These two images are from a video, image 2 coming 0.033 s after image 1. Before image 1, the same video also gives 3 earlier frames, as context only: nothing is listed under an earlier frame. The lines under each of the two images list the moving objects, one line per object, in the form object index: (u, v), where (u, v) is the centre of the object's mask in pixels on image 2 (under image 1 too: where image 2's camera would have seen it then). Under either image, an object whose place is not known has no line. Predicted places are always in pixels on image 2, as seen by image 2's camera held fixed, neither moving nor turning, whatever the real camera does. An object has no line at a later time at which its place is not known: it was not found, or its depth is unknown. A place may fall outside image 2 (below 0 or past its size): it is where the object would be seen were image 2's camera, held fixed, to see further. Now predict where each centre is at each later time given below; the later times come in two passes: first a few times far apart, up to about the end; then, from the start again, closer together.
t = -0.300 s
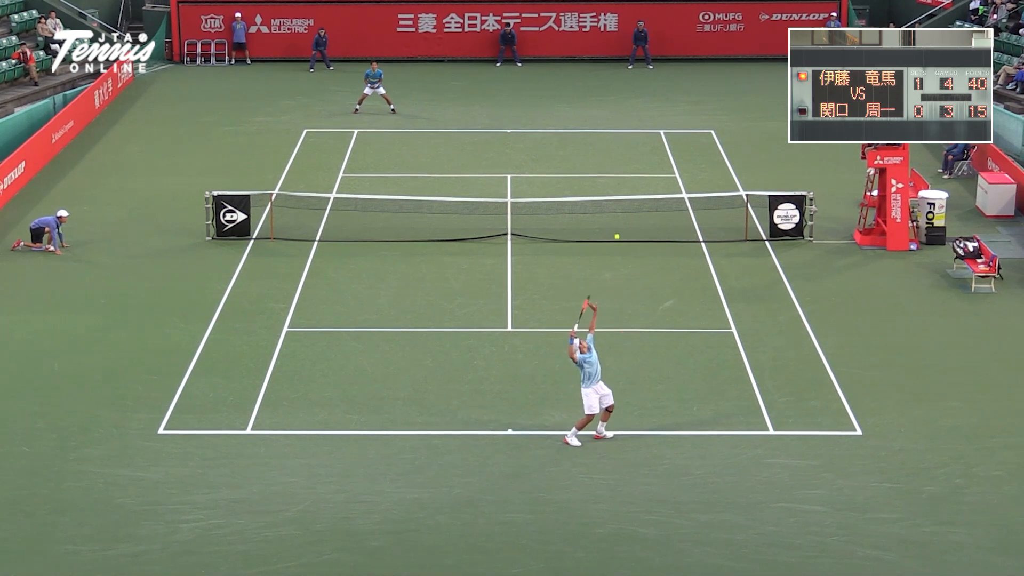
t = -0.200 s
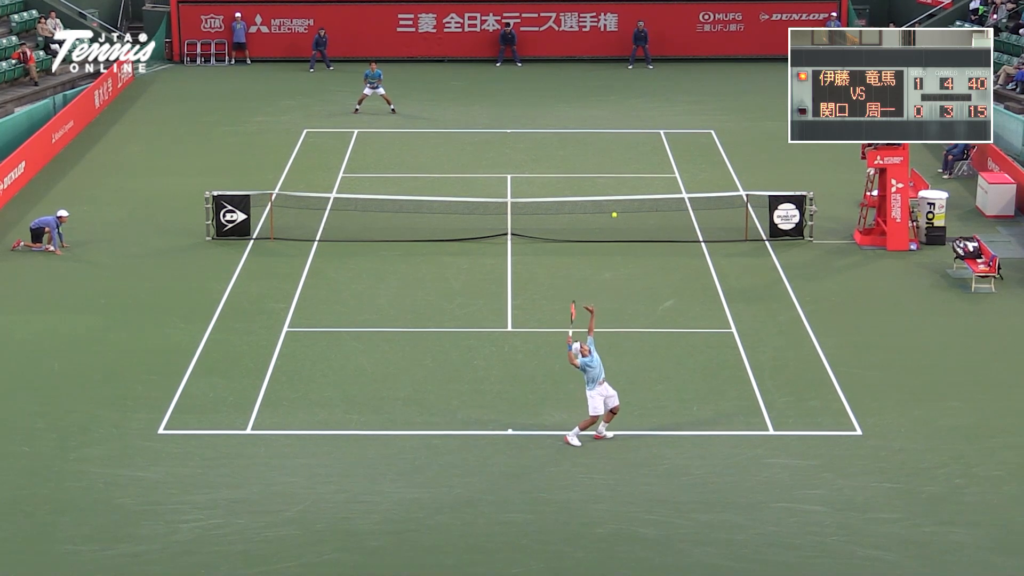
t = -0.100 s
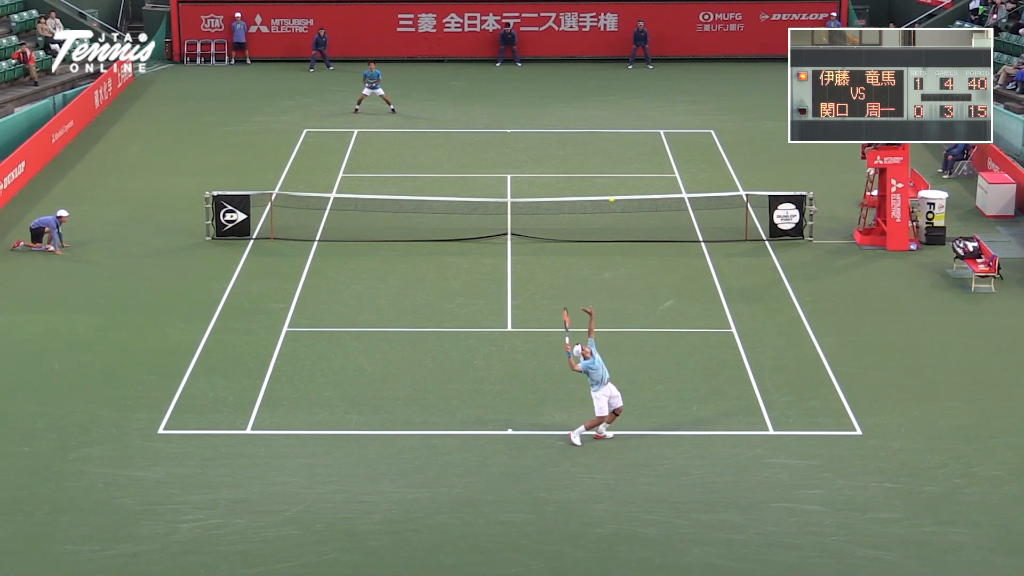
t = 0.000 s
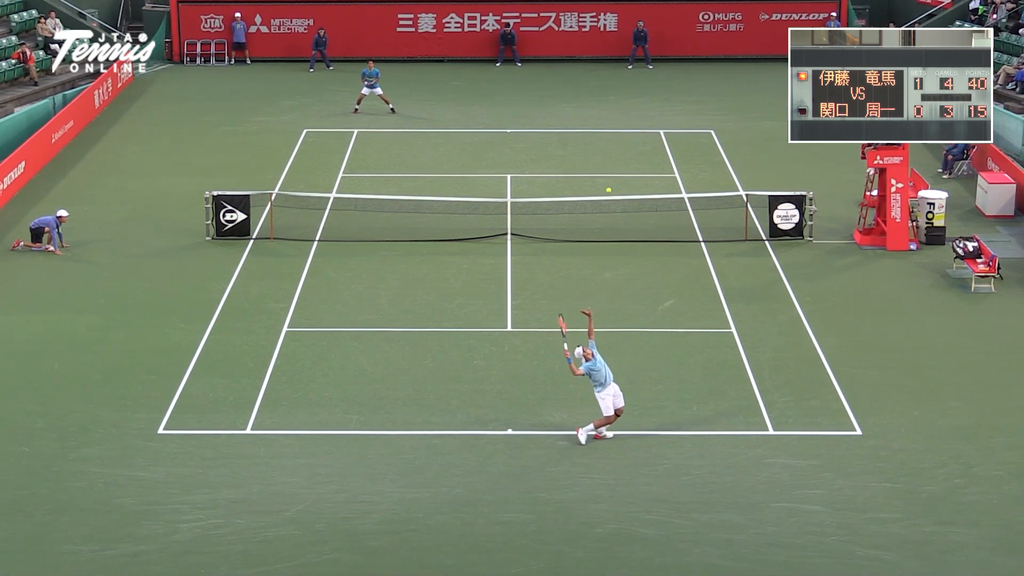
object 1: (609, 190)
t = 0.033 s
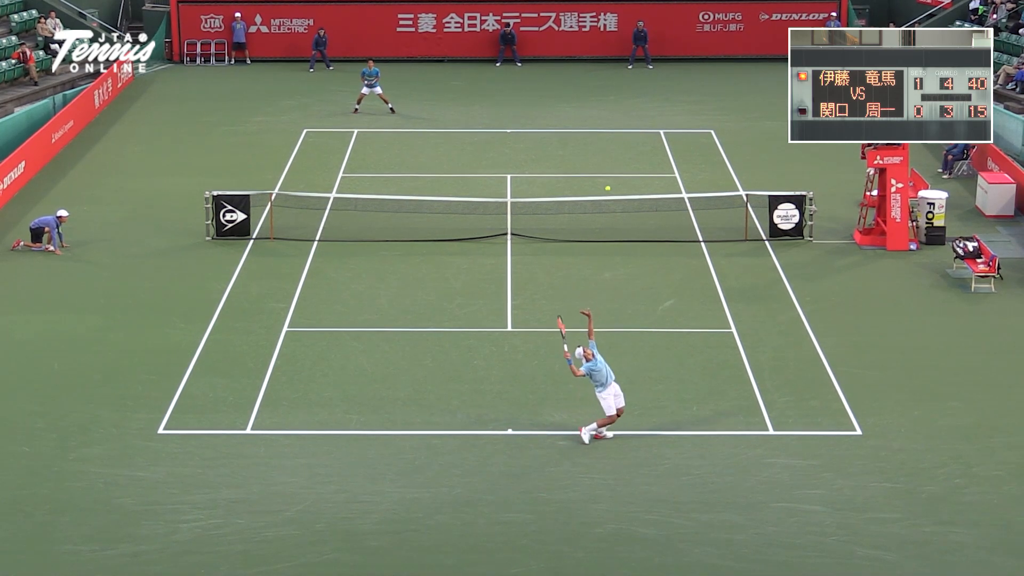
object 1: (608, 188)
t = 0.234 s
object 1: (602, 192)
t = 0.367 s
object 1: (598, 210)
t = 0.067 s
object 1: (607, 187)
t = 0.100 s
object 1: (606, 187)
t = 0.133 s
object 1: (605, 188)
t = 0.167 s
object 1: (604, 189)
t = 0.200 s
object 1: (603, 190)
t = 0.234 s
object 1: (602, 192)
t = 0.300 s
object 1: (600, 200)
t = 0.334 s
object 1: (599, 205)
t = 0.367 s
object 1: (598, 210)
